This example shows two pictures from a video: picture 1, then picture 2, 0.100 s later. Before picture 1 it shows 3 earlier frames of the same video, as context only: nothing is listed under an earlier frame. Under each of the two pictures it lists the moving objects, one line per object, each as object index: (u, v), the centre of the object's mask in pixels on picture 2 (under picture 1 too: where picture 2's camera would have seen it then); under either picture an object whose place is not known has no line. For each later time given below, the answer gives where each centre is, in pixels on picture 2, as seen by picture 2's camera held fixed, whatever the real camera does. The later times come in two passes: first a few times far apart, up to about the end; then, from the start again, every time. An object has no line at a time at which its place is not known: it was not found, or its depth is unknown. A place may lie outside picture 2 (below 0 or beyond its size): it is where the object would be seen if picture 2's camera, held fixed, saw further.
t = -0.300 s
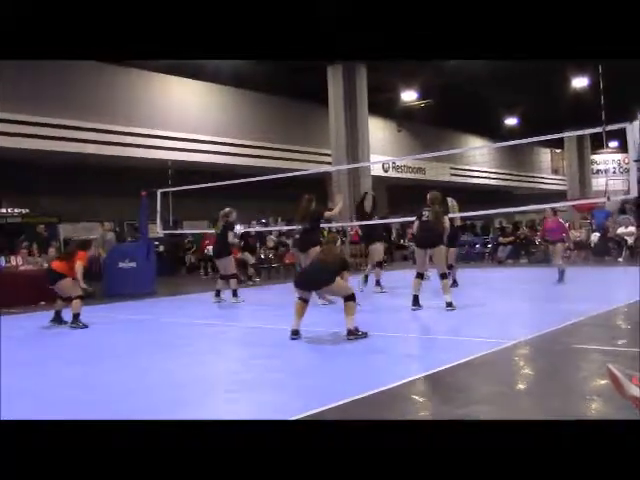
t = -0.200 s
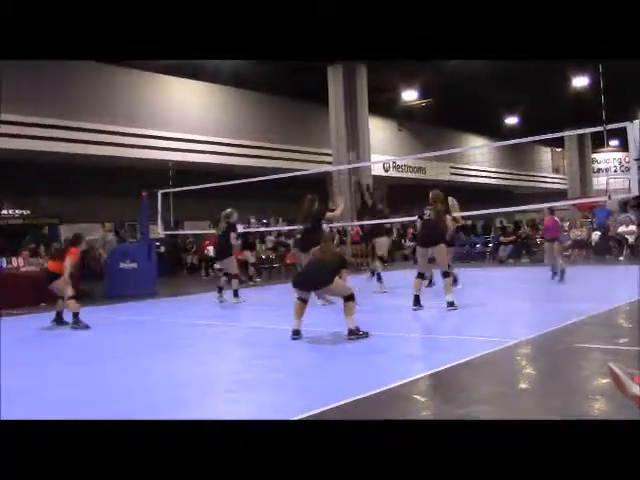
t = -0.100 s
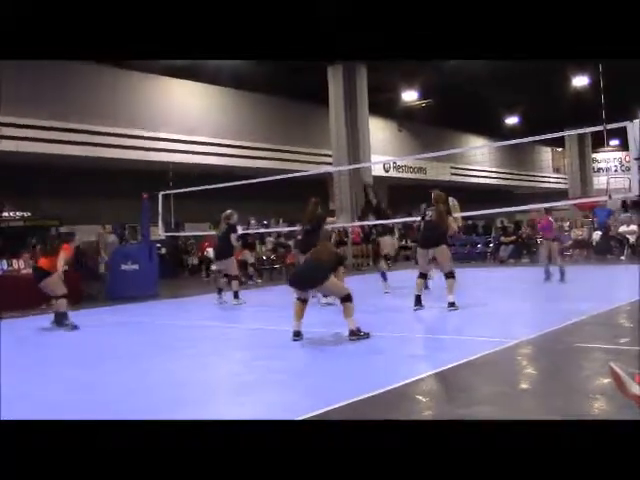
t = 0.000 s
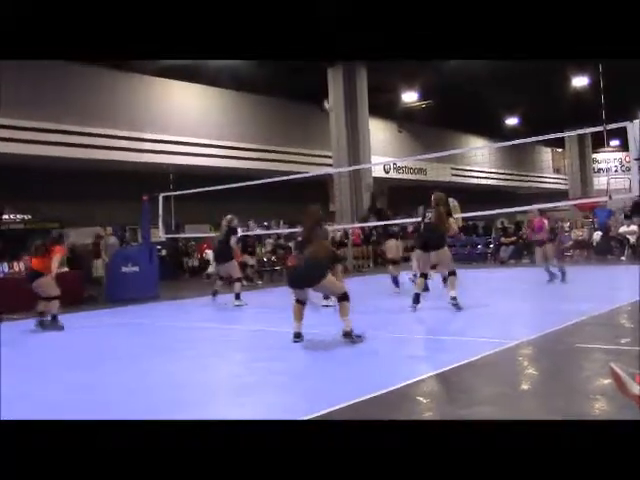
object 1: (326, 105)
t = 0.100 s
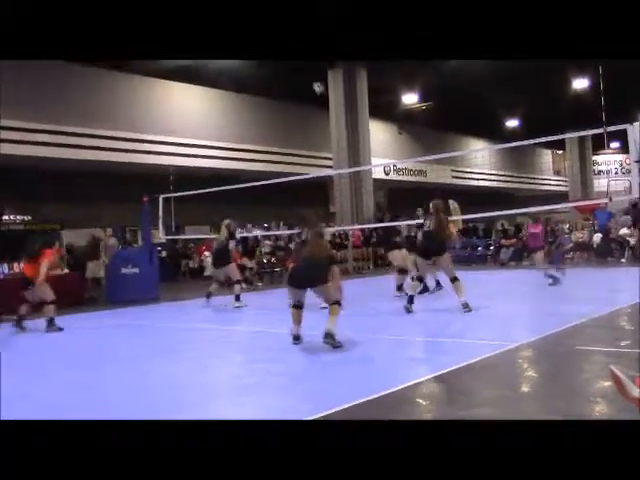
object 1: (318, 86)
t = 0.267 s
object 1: (302, 67)
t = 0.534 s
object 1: (280, 63)
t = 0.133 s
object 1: (314, 81)
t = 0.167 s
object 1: (311, 77)
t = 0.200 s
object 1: (308, 73)
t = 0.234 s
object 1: (305, 70)
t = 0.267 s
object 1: (302, 67)
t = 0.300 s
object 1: (299, 65)
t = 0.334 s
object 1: (296, 64)
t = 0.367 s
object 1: (294, 63)
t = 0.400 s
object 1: (290, 61)
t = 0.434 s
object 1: (289, 61)
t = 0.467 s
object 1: (286, 61)
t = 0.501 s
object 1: (284, 62)
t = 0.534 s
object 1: (280, 63)
